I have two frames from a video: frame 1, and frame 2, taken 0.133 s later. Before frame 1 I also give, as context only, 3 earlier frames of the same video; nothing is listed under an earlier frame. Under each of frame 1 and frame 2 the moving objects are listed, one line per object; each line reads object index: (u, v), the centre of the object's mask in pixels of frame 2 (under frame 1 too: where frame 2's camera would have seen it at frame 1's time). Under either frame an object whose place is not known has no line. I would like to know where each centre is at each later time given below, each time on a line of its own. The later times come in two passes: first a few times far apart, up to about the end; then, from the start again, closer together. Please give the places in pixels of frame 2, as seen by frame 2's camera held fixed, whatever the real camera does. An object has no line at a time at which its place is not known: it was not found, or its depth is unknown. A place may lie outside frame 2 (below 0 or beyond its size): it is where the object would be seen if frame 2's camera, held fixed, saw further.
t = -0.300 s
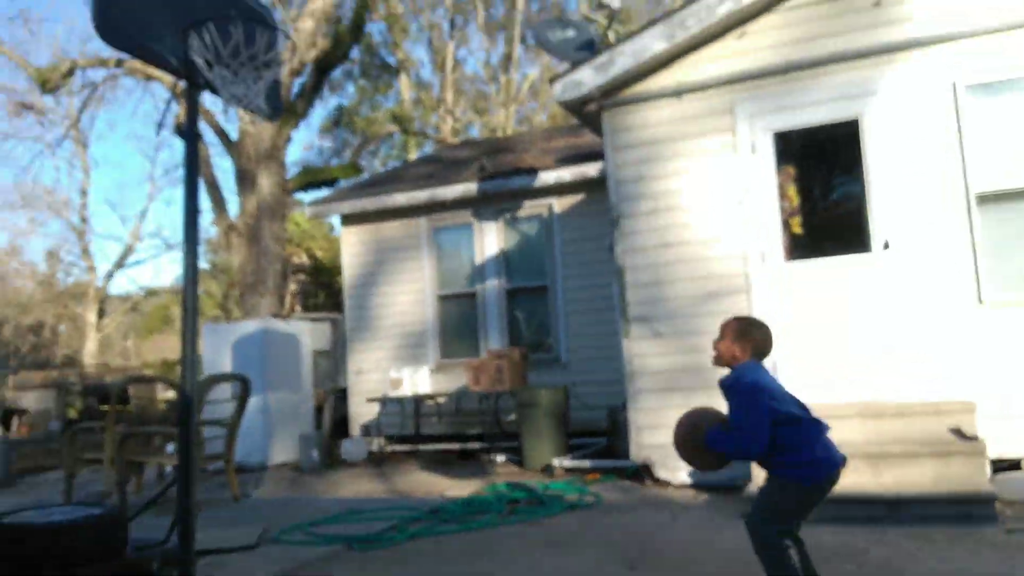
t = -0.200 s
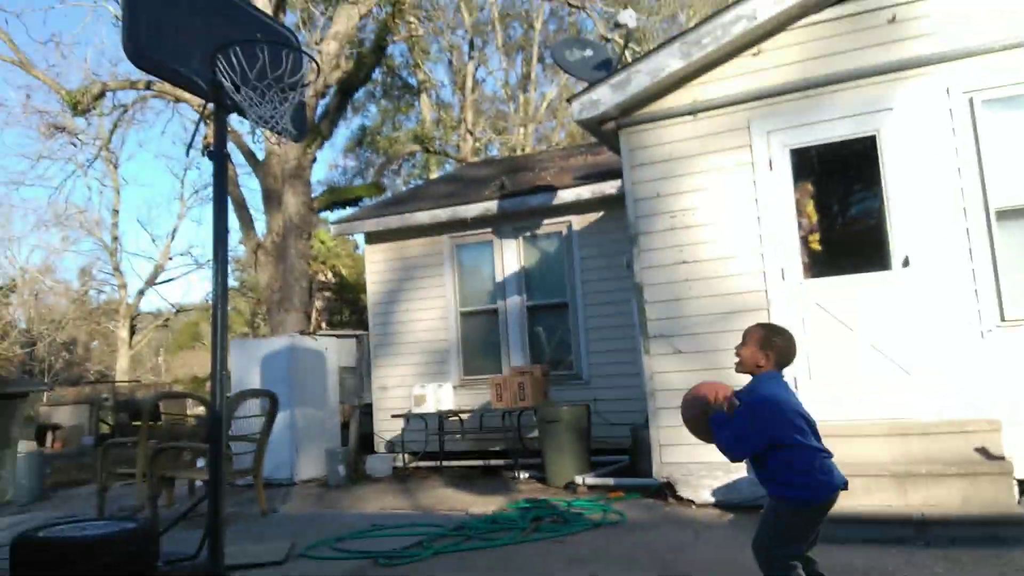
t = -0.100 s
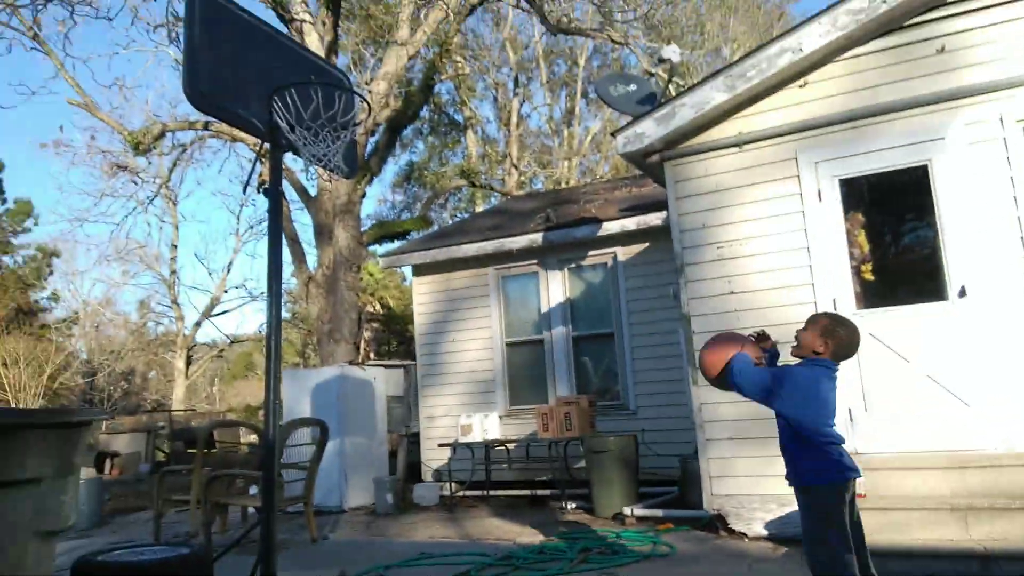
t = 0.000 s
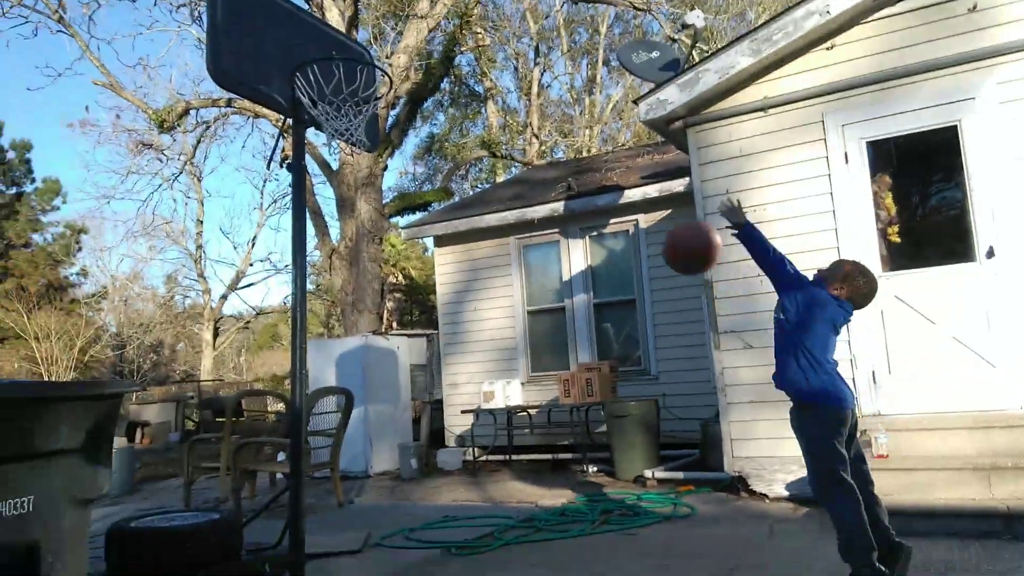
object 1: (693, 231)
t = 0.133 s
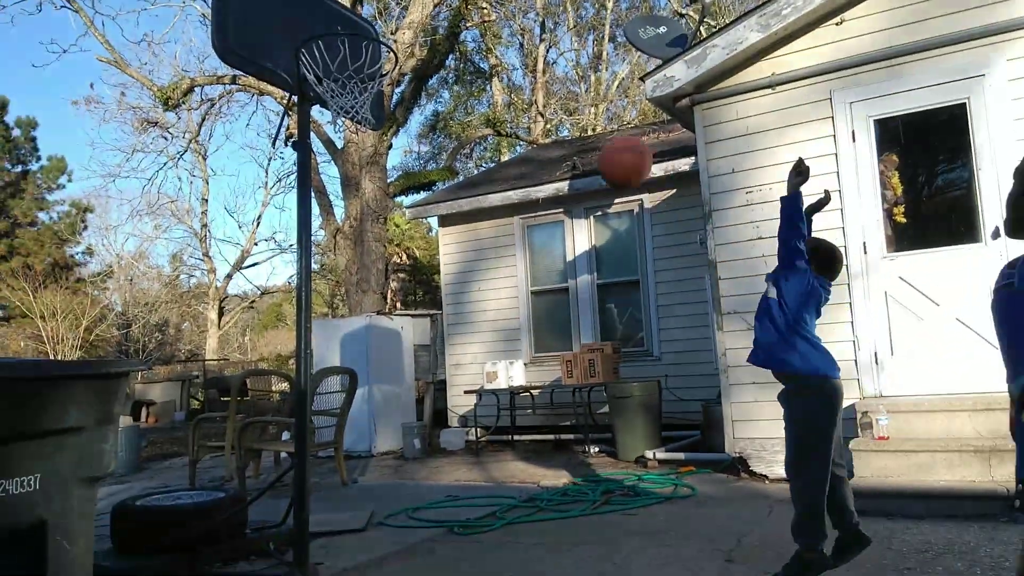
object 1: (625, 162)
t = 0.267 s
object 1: (566, 139)
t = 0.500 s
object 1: (486, 182)
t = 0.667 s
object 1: (442, 268)
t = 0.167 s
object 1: (609, 153)
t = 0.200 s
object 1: (595, 146)
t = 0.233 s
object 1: (580, 141)
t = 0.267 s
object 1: (566, 139)
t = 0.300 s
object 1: (552, 139)
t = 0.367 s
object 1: (527, 145)
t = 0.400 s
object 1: (517, 153)
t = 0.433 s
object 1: (507, 162)
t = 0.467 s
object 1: (496, 171)
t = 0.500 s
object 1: (486, 182)
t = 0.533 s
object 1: (476, 198)
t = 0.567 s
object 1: (467, 214)
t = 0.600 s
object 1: (458, 230)
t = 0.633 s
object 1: (449, 248)
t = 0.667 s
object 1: (442, 268)
